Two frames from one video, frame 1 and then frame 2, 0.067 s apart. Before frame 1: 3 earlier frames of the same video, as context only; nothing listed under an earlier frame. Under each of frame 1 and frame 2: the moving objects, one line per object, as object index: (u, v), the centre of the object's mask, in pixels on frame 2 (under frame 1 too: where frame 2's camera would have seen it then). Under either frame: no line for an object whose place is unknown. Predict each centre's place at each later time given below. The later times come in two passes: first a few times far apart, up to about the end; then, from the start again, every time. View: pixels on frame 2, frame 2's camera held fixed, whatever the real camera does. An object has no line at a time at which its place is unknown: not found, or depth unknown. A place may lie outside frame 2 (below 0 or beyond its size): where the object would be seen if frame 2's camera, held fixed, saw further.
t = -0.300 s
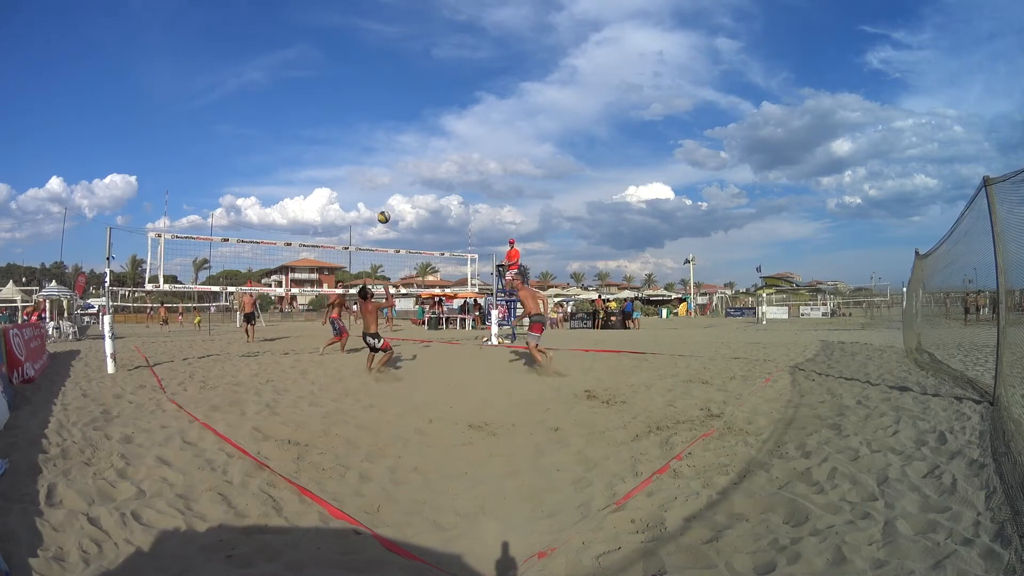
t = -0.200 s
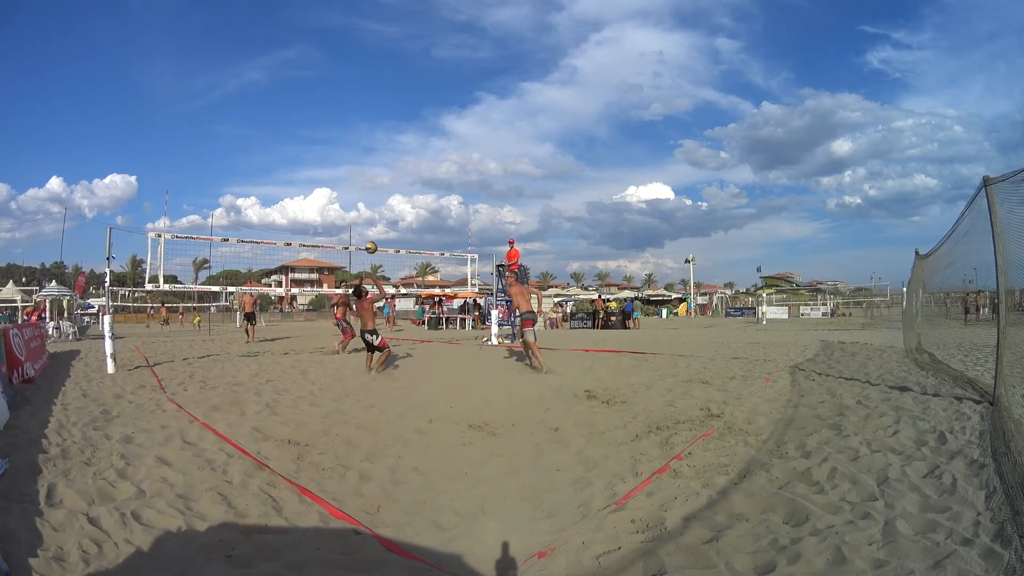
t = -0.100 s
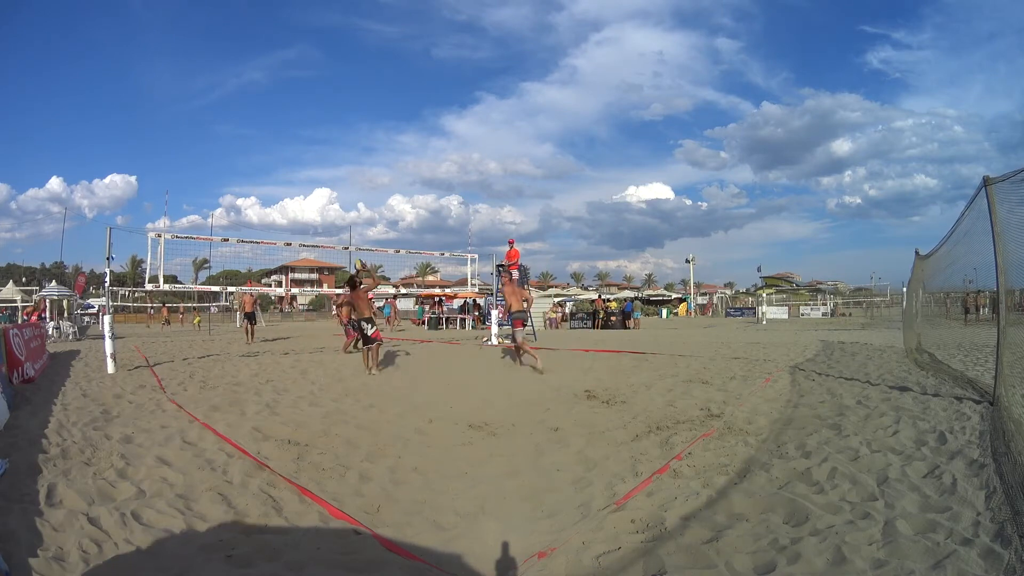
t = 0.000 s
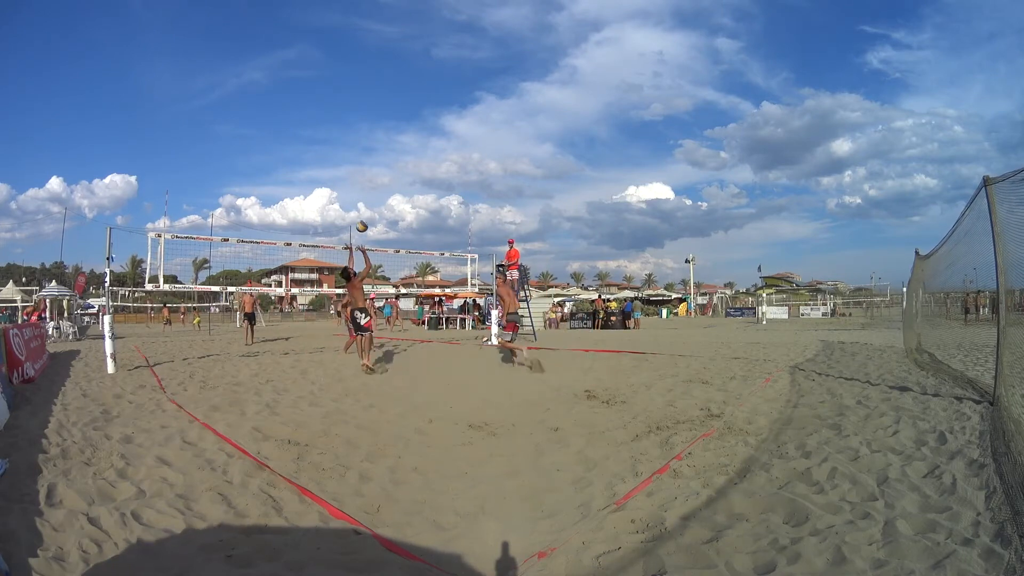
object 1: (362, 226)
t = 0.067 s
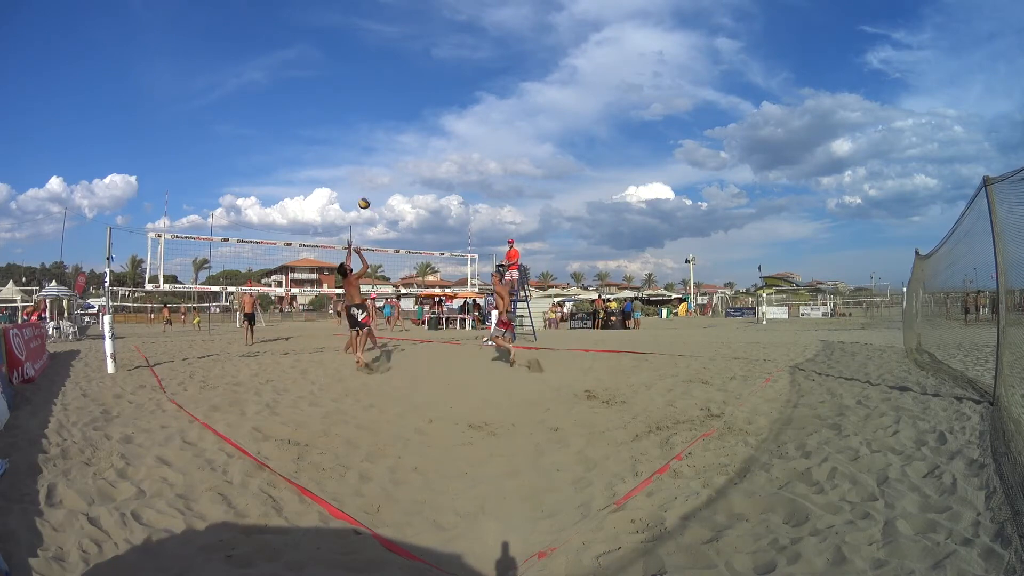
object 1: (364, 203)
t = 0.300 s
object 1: (372, 150)
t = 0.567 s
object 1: (379, 129)
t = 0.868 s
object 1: (385, 144)
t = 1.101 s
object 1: (389, 181)
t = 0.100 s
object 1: (365, 193)
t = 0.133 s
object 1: (366, 184)
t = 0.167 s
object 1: (368, 175)
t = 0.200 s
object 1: (369, 168)
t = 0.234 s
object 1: (370, 161)
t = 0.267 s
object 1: (371, 155)
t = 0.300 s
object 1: (372, 150)
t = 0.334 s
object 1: (373, 145)
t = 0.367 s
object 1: (374, 141)
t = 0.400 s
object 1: (375, 138)
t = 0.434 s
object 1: (375, 135)
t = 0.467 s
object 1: (376, 133)
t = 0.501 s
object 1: (377, 131)
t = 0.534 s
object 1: (378, 130)
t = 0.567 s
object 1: (379, 129)
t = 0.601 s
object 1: (380, 129)
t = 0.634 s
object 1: (380, 129)
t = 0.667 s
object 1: (381, 130)
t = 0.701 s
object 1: (381, 131)
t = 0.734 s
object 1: (382, 133)
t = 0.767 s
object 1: (383, 135)
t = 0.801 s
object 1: (384, 138)
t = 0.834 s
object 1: (384, 141)
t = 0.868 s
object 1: (385, 144)
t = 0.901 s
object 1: (385, 148)
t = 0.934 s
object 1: (386, 153)
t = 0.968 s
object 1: (387, 158)
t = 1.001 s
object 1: (387, 163)
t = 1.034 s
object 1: (388, 169)
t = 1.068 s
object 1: (389, 175)
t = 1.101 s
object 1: (389, 181)
